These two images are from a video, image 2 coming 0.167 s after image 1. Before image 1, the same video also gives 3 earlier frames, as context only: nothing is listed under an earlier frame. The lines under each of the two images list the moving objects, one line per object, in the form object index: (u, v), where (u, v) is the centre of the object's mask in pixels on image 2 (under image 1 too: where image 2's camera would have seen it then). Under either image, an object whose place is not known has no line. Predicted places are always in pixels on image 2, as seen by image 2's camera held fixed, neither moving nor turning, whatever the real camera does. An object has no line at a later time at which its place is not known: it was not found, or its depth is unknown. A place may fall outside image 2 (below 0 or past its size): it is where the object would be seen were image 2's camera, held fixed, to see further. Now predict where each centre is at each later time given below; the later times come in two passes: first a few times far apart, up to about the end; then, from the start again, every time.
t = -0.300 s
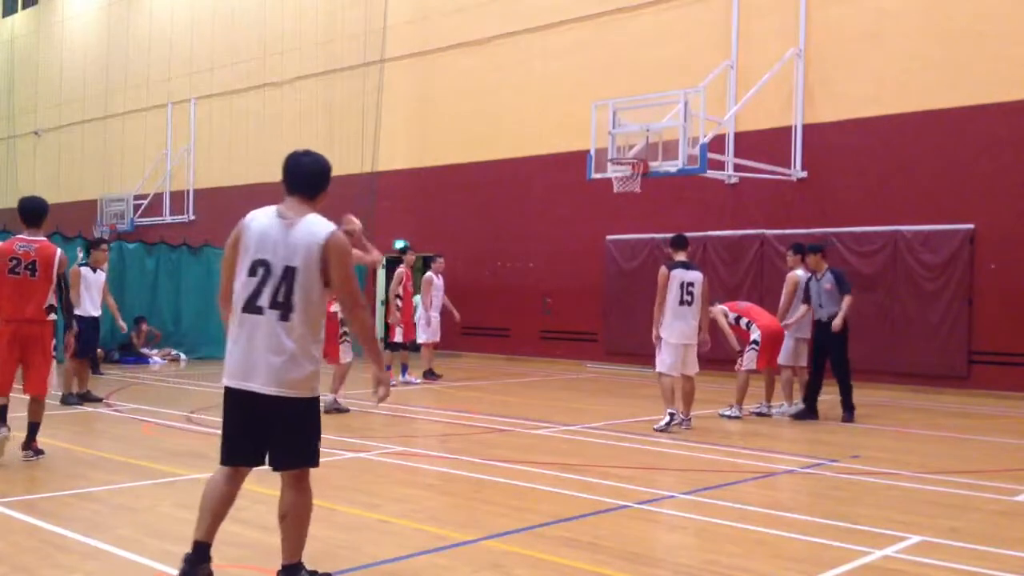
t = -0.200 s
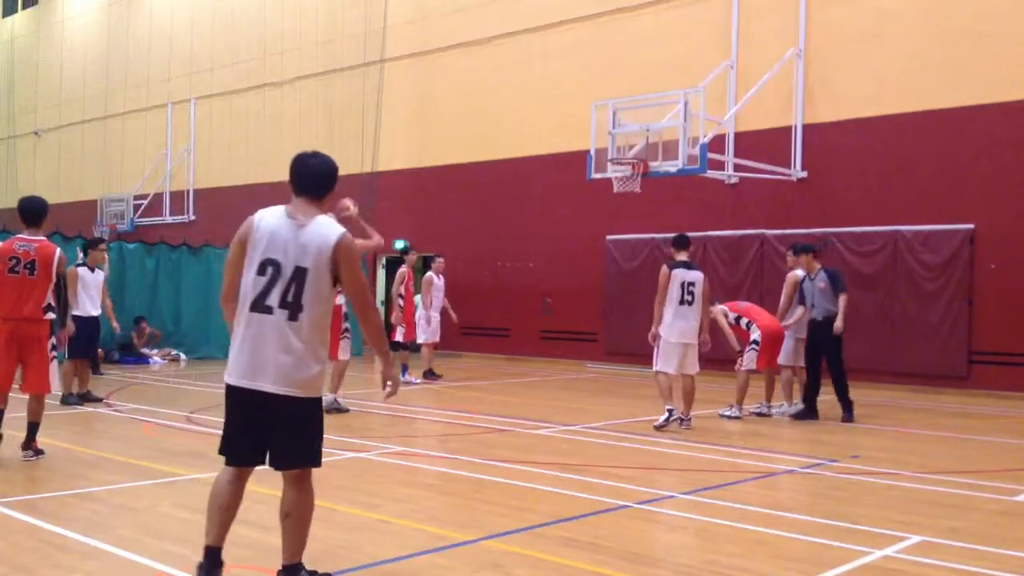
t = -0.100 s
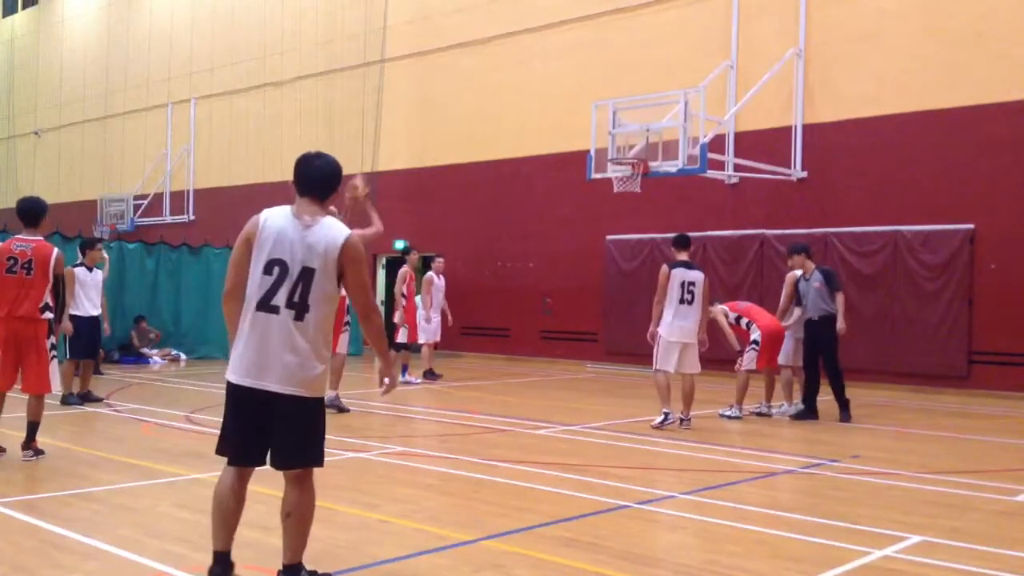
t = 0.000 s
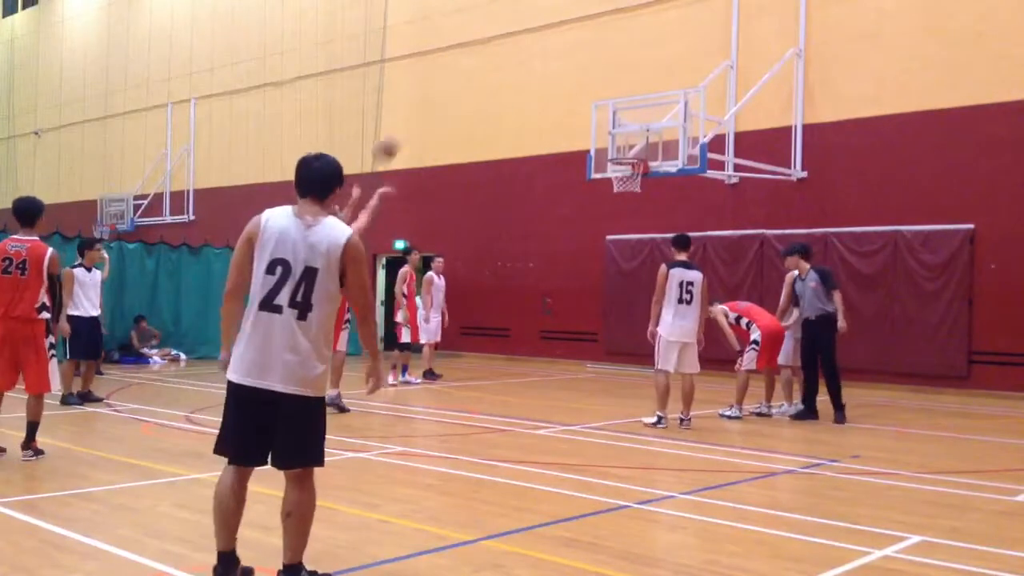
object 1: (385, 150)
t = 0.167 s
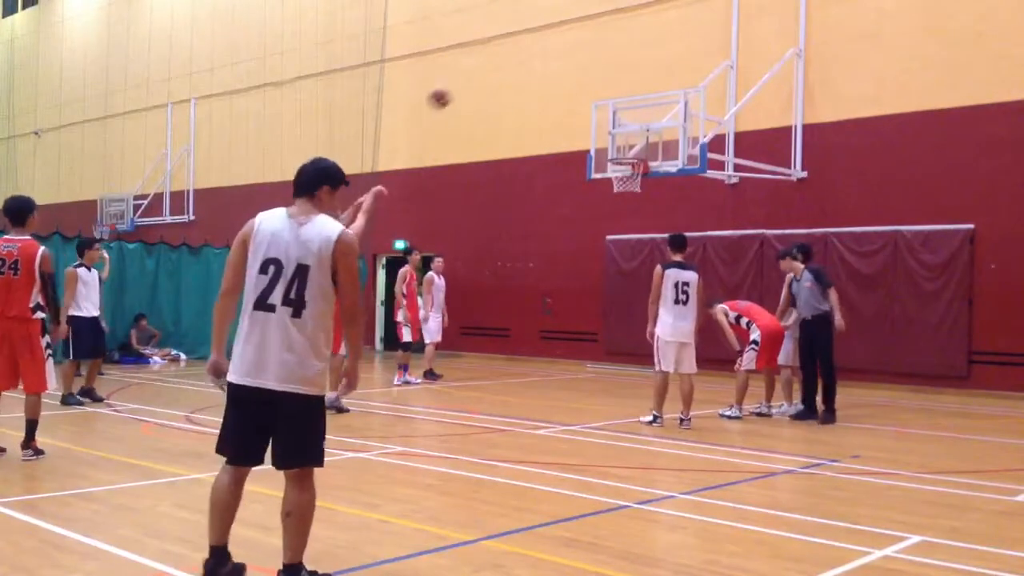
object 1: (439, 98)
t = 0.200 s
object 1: (449, 92)
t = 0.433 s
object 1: (515, 68)
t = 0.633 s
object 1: (564, 86)
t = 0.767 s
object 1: (594, 112)
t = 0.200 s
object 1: (449, 92)
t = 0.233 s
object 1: (459, 85)
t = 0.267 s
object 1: (468, 80)
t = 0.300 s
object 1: (478, 75)
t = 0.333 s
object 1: (488, 72)
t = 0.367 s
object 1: (497, 70)
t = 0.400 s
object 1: (506, 68)
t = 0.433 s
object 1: (515, 68)
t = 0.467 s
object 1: (523, 69)
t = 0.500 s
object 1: (532, 70)
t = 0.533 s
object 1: (541, 73)
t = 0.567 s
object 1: (549, 76)
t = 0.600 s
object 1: (556, 80)
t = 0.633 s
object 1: (564, 86)
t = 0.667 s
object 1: (572, 92)
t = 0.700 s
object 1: (578, 98)
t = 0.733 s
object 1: (587, 105)
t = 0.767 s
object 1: (594, 112)
